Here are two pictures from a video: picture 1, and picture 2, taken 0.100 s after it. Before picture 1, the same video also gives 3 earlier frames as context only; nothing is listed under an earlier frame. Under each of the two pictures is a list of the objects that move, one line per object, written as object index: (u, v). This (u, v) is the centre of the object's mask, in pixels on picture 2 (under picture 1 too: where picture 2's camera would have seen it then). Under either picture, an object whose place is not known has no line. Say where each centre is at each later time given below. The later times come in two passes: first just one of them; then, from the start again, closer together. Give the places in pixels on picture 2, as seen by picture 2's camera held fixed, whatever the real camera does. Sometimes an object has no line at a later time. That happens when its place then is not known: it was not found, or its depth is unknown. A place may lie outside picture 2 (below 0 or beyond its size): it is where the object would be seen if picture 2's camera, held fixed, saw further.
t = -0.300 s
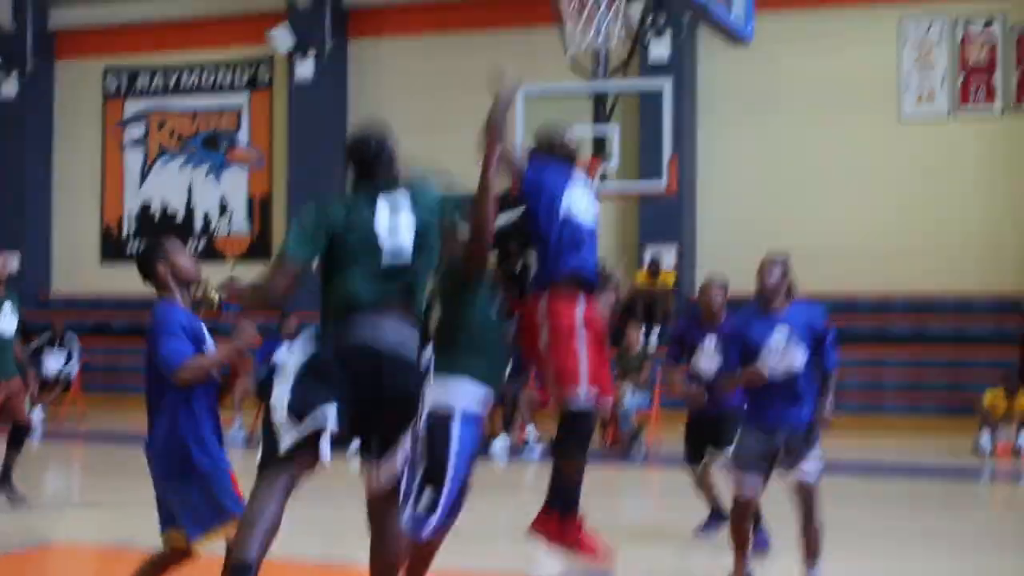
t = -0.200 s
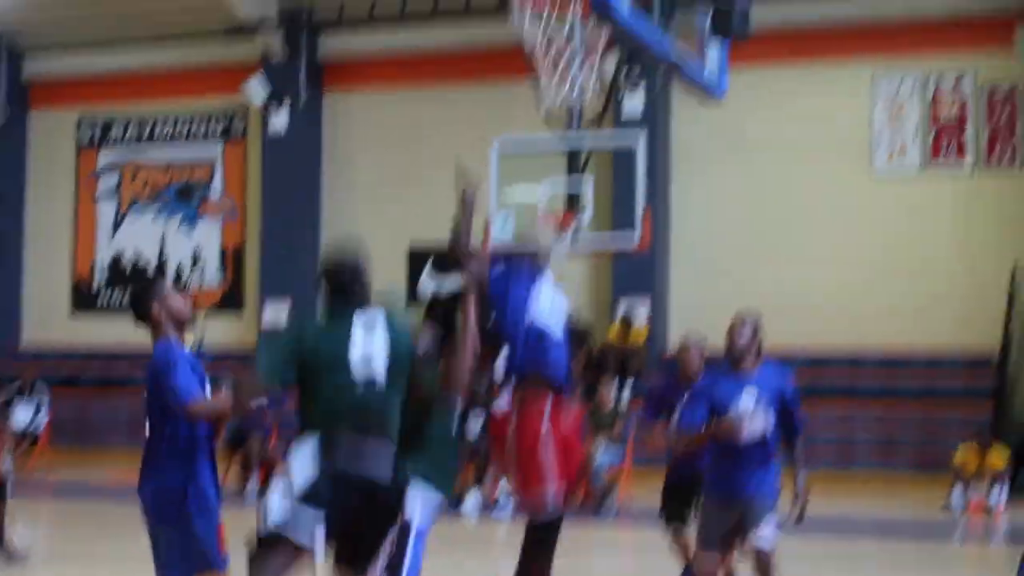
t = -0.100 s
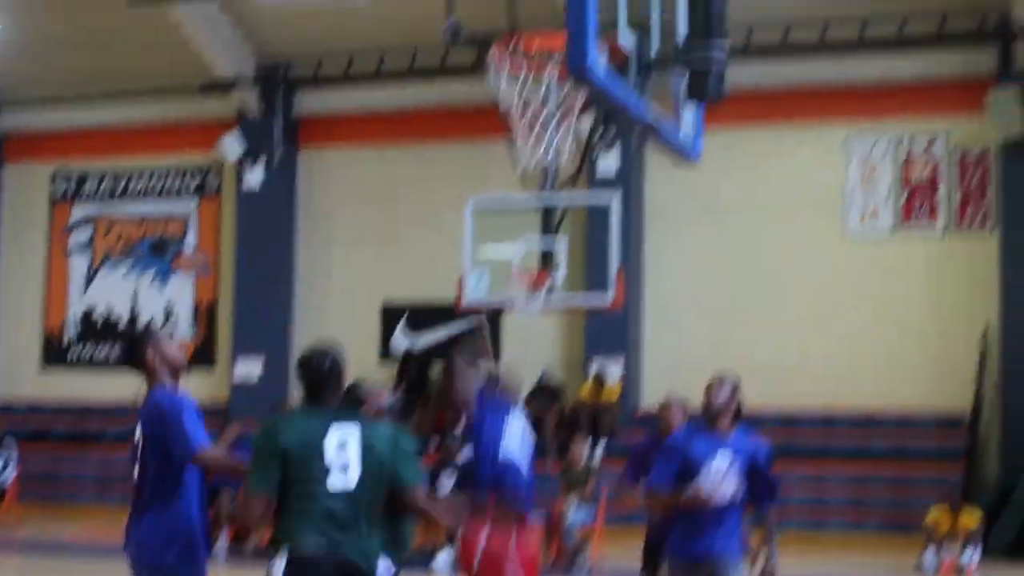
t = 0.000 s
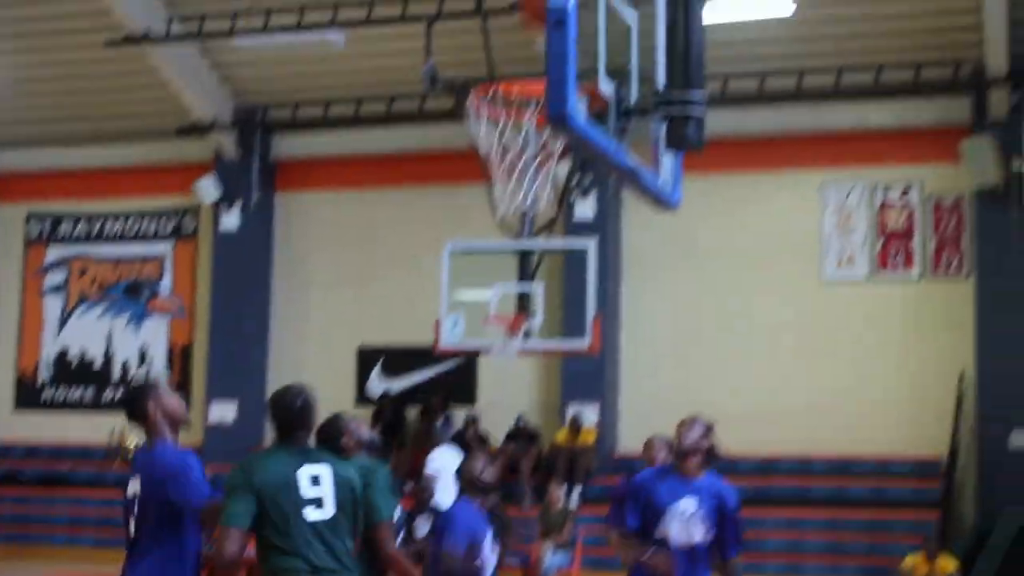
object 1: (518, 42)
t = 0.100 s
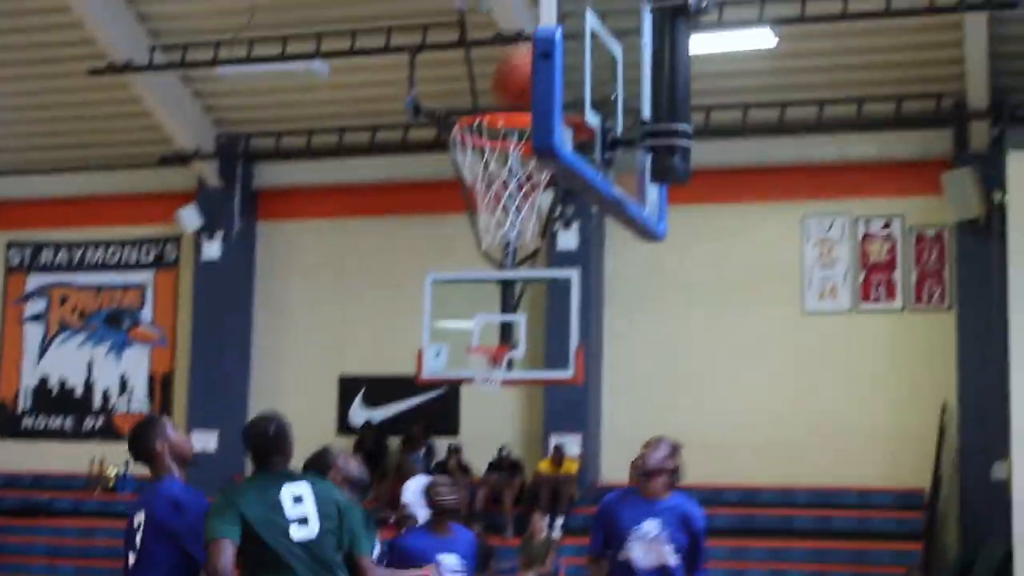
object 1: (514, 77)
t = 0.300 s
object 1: (502, 216)
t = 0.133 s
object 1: (511, 92)
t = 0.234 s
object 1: (507, 177)
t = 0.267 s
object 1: (514, 196)
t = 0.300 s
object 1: (502, 216)
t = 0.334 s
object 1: (499, 234)
